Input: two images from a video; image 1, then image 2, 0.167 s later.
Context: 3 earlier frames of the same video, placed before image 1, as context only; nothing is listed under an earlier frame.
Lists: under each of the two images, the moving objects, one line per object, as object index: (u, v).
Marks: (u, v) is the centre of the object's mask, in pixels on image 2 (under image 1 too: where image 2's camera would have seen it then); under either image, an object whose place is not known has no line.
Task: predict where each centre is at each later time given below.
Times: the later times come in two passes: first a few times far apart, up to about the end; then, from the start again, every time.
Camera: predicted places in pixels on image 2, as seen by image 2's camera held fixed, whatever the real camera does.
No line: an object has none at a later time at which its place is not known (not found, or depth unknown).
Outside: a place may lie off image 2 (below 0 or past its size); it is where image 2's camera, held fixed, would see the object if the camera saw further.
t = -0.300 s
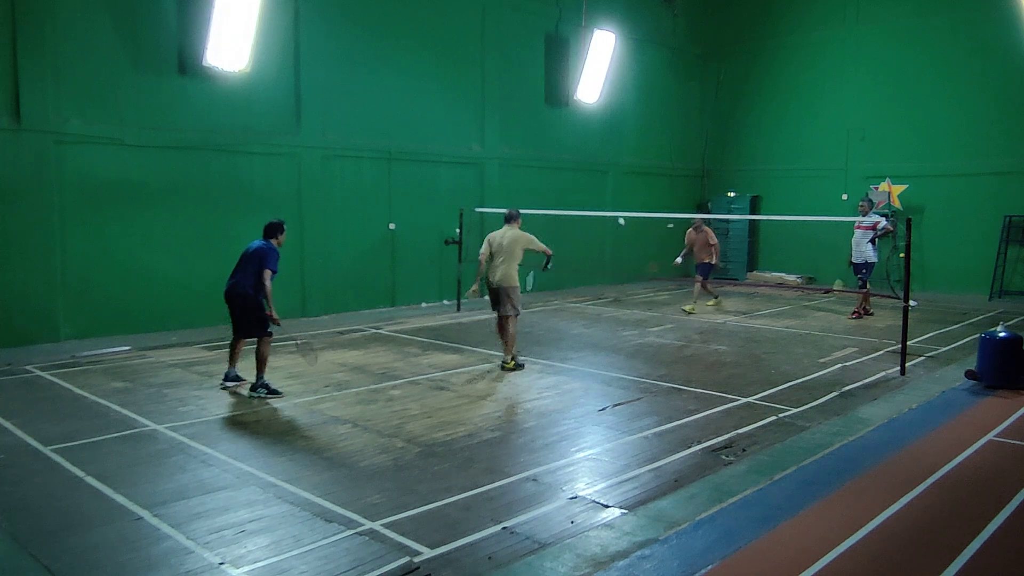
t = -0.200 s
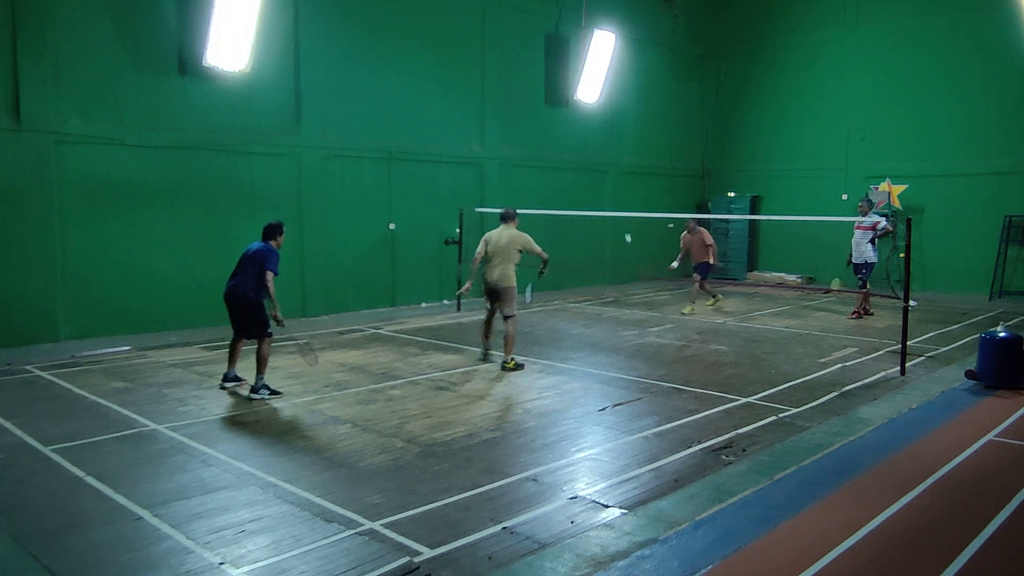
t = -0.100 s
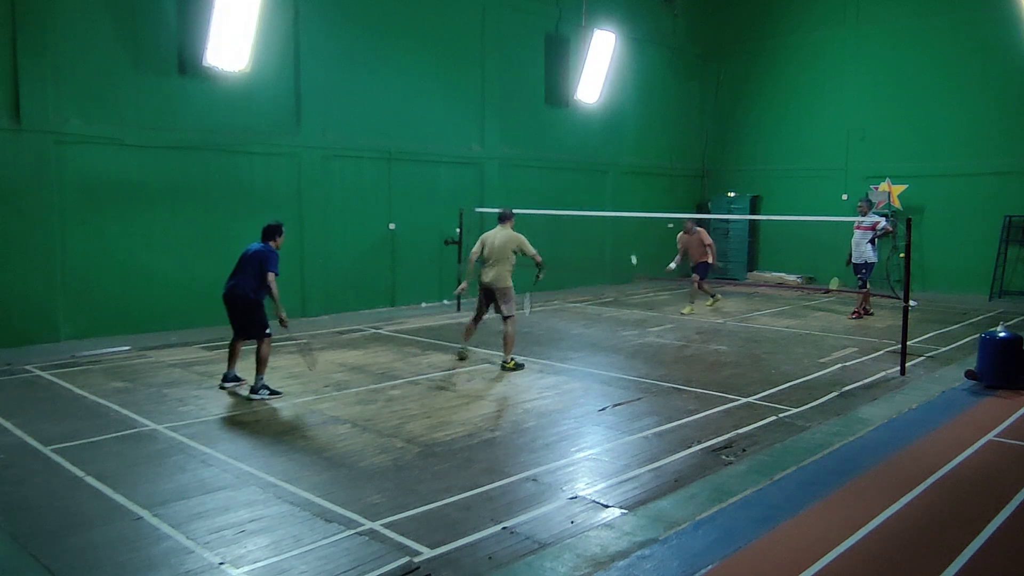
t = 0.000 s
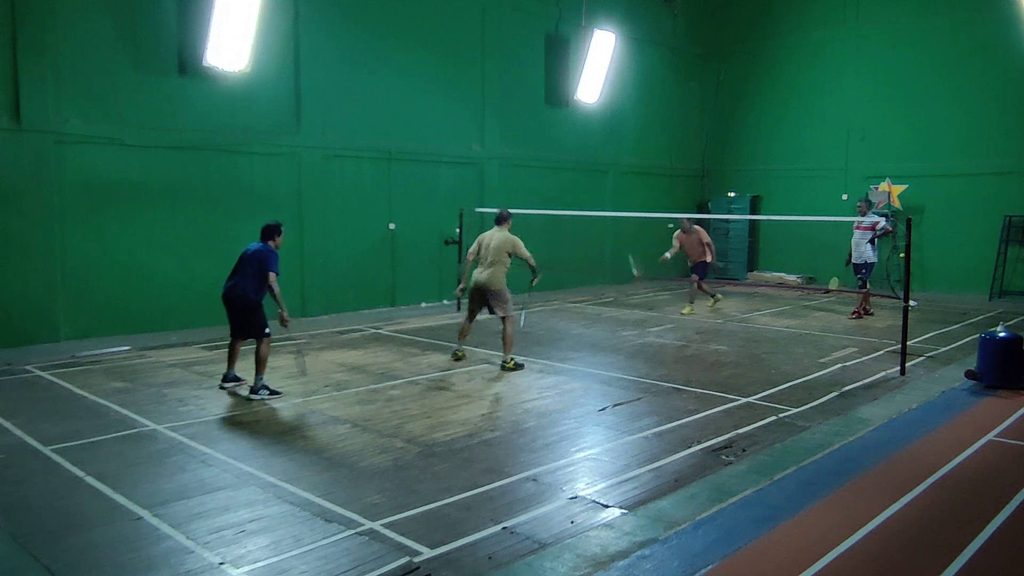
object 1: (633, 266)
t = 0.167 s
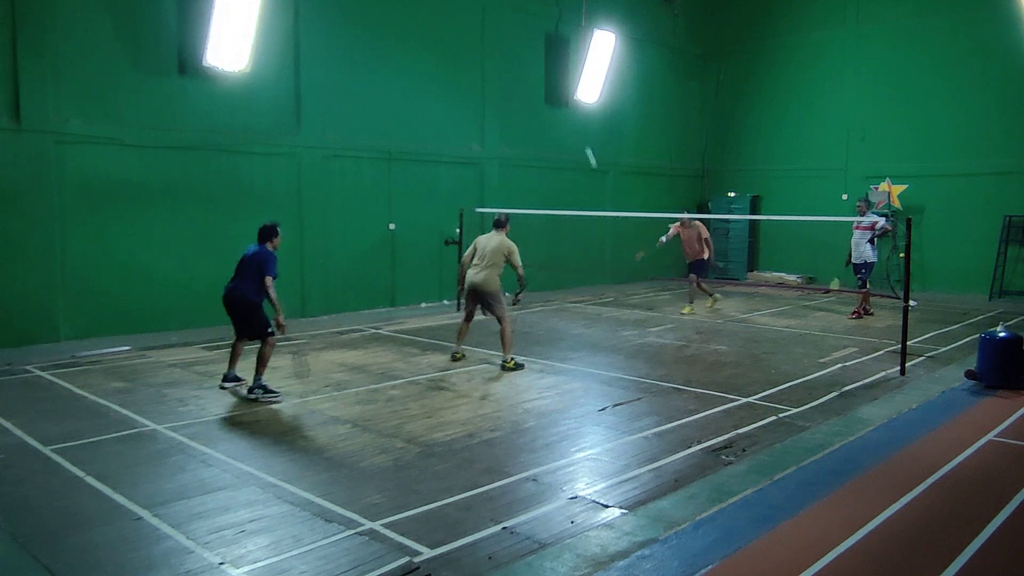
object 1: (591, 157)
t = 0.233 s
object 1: (575, 124)
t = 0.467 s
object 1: (522, 41)
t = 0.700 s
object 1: (466, 12)
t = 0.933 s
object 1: (405, 47)
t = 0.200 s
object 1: (583, 140)
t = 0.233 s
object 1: (575, 124)
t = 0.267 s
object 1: (567, 108)
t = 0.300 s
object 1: (559, 95)
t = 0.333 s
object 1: (552, 82)
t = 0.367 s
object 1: (545, 70)
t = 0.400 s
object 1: (537, 59)
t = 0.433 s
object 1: (529, 50)
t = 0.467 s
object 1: (522, 41)
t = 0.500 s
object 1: (514, 33)
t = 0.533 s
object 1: (506, 27)
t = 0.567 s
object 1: (499, 21)
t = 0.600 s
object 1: (491, 17)
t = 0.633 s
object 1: (483, 14)
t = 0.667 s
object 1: (475, 12)
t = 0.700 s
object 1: (466, 12)
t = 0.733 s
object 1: (458, 13)
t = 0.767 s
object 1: (449, 15)
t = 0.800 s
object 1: (441, 18)
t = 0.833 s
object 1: (432, 23)
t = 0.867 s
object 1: (423, 30)
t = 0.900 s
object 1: (414, 38)
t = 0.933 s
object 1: (405, 47)
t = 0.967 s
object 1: (396, 59)
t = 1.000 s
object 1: (387, 72)
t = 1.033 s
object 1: (378, 86)
